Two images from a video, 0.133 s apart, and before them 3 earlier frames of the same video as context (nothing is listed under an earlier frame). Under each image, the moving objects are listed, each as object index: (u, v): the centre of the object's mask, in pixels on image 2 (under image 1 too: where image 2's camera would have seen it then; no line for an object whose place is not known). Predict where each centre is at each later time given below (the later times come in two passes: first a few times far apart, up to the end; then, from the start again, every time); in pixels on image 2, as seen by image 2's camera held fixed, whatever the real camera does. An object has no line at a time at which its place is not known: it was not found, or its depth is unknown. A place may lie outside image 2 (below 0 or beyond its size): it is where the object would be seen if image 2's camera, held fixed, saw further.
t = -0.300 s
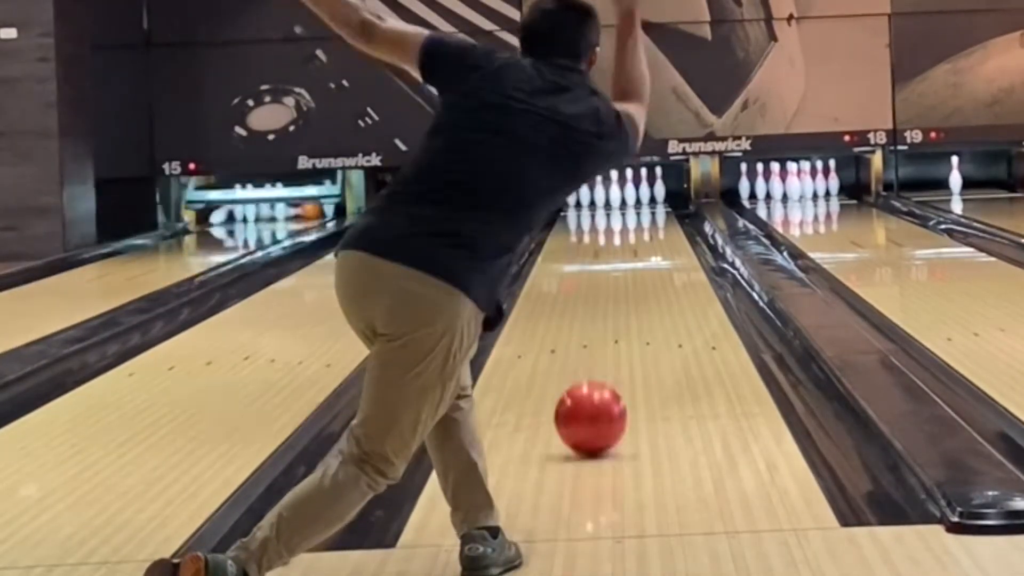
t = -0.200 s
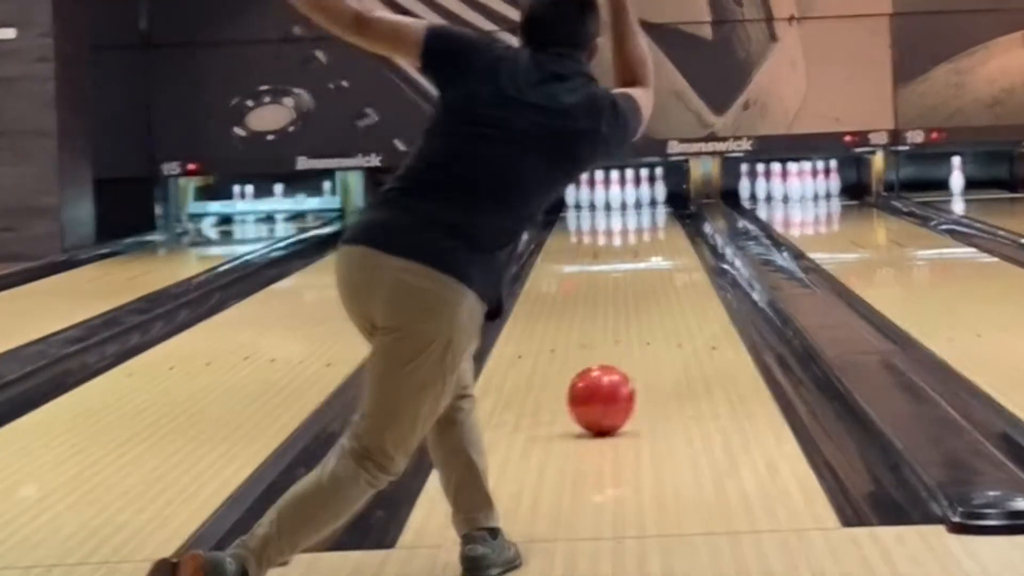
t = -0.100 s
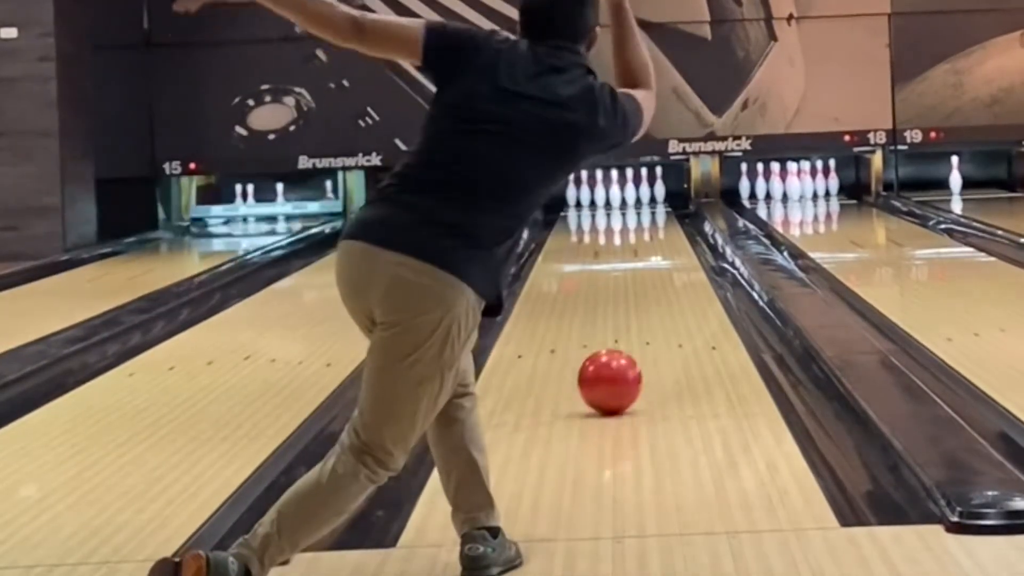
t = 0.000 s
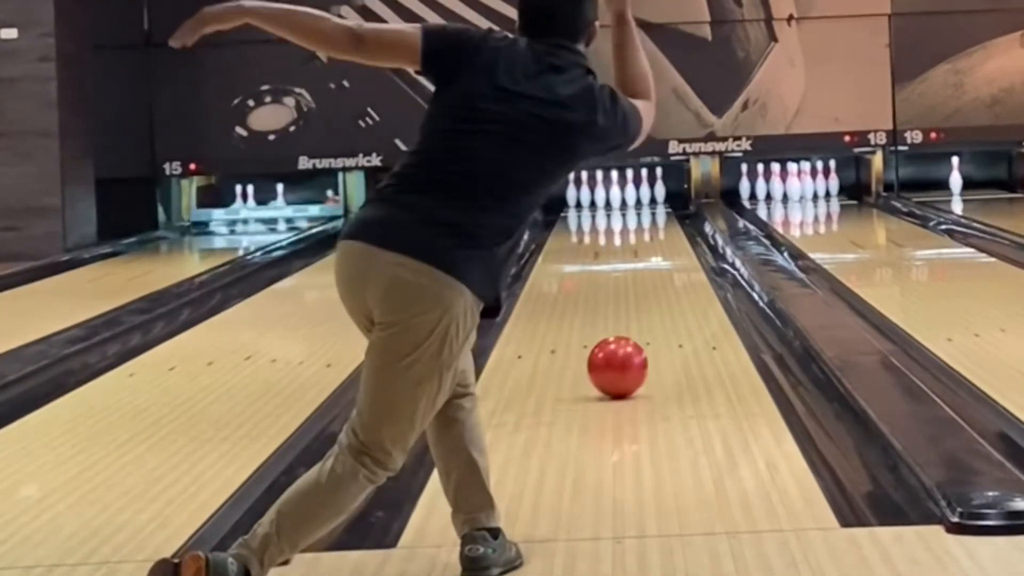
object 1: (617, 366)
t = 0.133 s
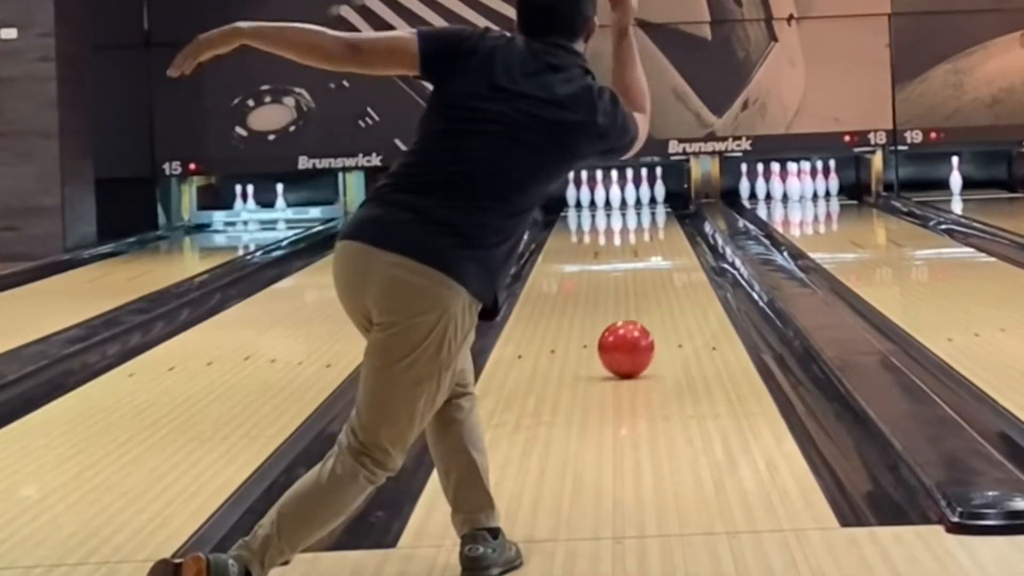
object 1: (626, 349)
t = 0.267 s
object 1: (633, 332)
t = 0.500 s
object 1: (642, 310)
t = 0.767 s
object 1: (649, 289)
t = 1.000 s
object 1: (654, 274)
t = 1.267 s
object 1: (657, 259)
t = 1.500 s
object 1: (659, 248)
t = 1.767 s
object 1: (659, 237)
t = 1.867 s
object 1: (659, 234)
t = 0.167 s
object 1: (628, 344)
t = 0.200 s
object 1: (629, 340)
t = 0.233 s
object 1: (631, 336)
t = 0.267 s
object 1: (633, 332)
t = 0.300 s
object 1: (634, 329)
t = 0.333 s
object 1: (636, 325)
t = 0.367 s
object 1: (637, 322)
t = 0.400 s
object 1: (638, 319)
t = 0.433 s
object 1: (640, 315)
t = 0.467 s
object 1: (641, 312)
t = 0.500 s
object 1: (642, 310)
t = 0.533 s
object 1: (643, 307)
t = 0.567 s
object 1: (644, 304)
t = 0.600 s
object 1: (645, 301)
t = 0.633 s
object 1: (646, 299)
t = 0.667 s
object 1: (647, 296)
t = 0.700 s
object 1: (648, 294)
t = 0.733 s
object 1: (649, 292)
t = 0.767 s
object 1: (649, 289)
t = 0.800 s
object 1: (650, 287)
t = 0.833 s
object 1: (651, 285)
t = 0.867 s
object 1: (652, 282)
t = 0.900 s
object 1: (652, 280)
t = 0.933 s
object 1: (653, 278)
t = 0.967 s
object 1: (653, 276)
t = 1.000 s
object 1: (654, 274)
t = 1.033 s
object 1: (654, 271)
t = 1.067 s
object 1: (655, 270)
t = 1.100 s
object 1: (655, 268)
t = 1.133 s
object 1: (656, 266)
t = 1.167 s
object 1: (656, 264)
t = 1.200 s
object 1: (656, 262)
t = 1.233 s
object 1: (657, 261)
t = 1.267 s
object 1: (657, 259)
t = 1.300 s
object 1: (658, 257)
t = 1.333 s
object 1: (658, 256)
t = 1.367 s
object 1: (658, 254)
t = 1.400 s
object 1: (658, 253)
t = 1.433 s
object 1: (659, 251)
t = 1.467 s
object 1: (659, 250)
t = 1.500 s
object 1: (659, 248)
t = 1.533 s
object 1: (659, 246)
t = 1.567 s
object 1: (659, 245)
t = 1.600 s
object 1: (659, 243)
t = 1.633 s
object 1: (659, 242)
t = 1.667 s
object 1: (659, 242)
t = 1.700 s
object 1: (659, 240)
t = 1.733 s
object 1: (659, 239)
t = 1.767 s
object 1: (659, 237)
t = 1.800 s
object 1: (659, 236)
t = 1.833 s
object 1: (659, 235)
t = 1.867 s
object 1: (659, 234)
